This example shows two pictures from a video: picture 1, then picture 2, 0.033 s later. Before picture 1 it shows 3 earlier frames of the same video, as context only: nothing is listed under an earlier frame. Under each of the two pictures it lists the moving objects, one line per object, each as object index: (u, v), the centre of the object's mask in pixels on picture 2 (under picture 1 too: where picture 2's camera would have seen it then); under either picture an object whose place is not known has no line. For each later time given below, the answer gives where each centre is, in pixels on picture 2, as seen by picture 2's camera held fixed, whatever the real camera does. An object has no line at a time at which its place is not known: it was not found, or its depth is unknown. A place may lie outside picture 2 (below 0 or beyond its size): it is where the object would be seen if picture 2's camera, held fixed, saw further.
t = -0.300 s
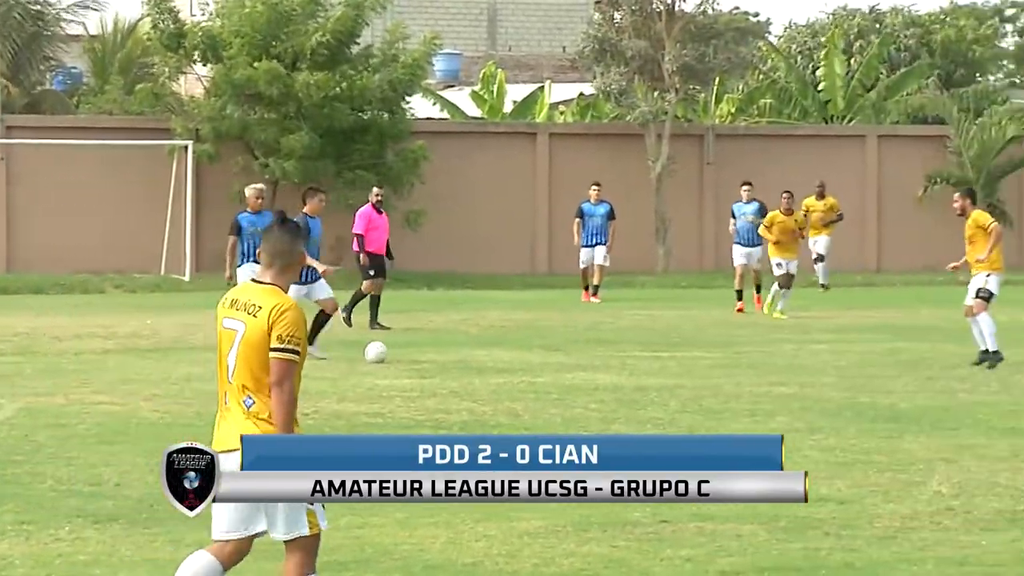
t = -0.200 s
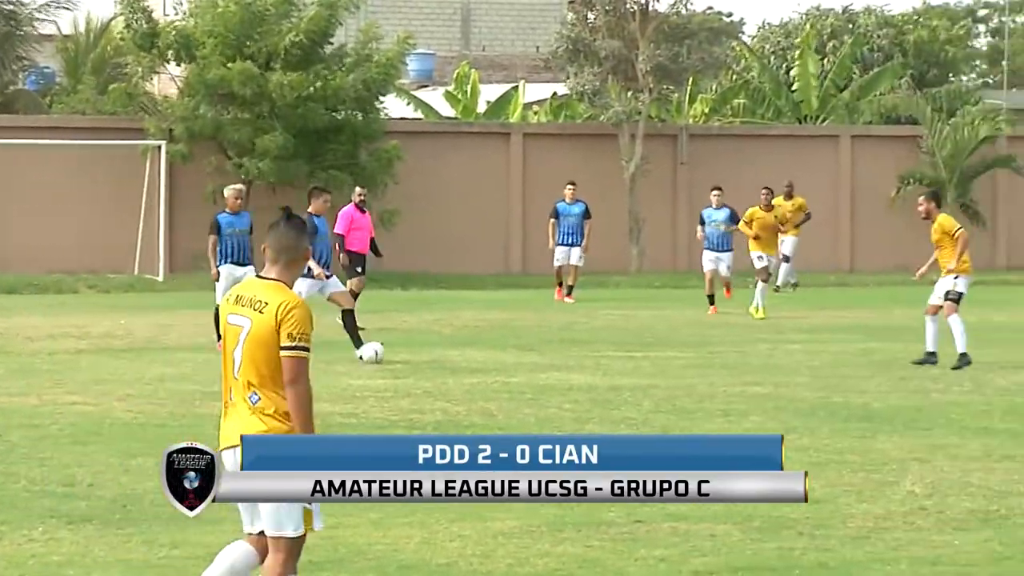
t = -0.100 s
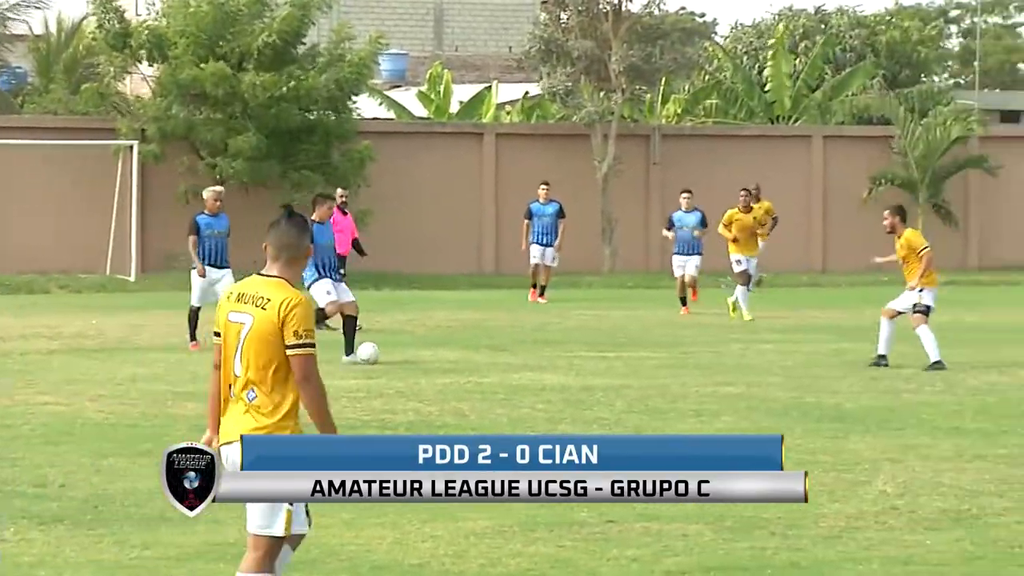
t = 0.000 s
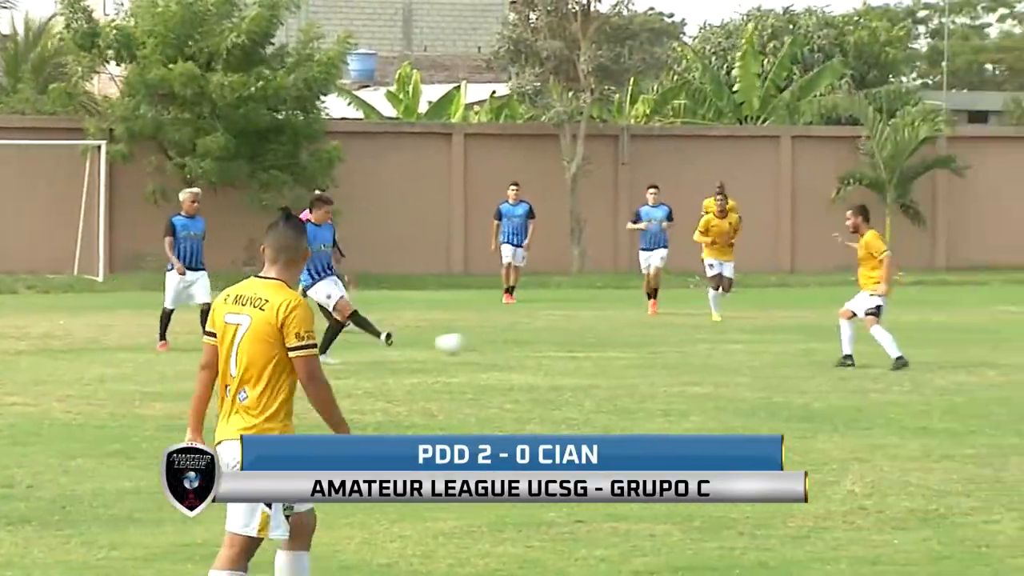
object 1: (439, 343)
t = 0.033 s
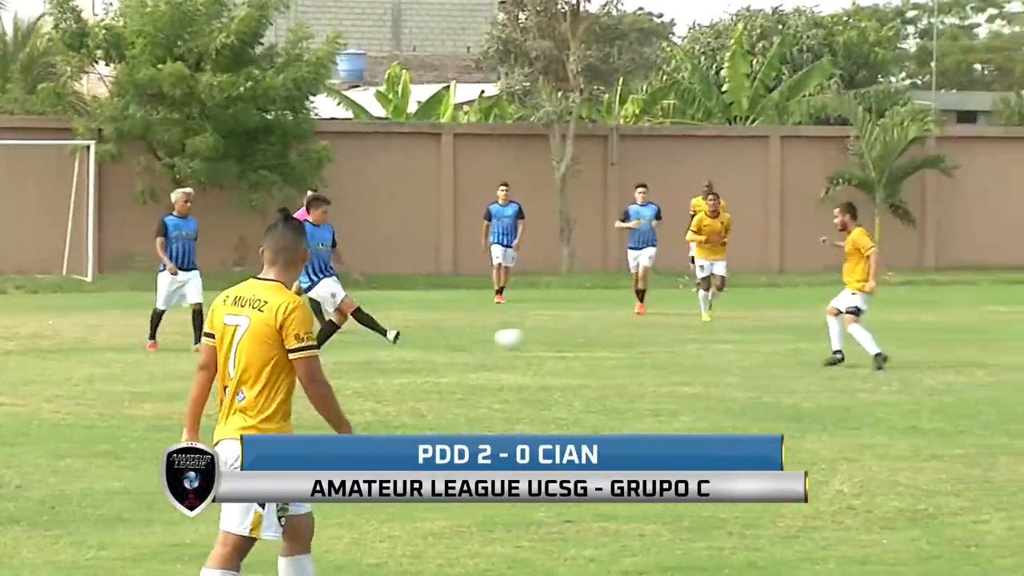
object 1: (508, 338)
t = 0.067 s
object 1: (576, 335)
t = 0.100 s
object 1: (643, 333)
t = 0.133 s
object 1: (708, 332)
